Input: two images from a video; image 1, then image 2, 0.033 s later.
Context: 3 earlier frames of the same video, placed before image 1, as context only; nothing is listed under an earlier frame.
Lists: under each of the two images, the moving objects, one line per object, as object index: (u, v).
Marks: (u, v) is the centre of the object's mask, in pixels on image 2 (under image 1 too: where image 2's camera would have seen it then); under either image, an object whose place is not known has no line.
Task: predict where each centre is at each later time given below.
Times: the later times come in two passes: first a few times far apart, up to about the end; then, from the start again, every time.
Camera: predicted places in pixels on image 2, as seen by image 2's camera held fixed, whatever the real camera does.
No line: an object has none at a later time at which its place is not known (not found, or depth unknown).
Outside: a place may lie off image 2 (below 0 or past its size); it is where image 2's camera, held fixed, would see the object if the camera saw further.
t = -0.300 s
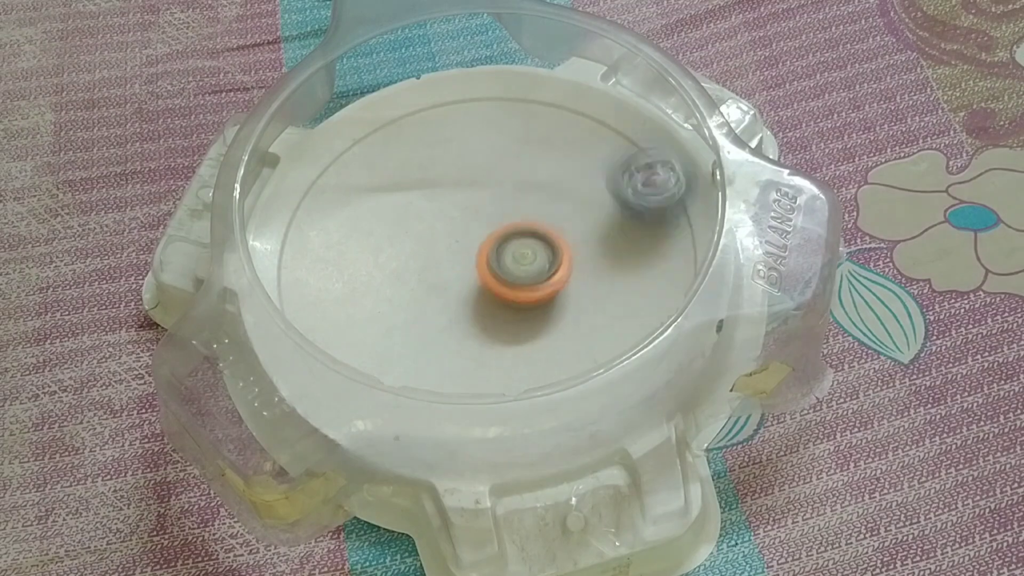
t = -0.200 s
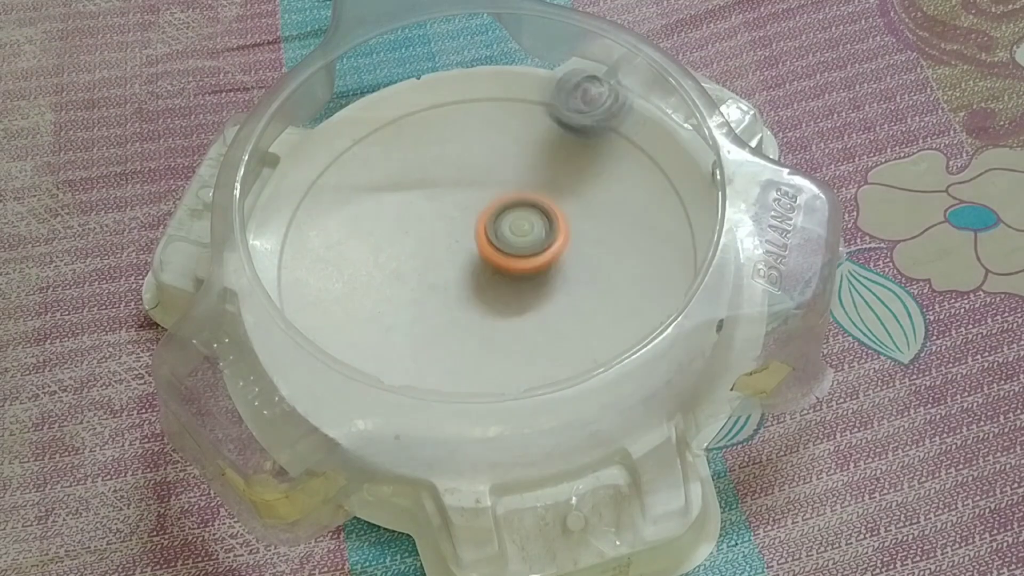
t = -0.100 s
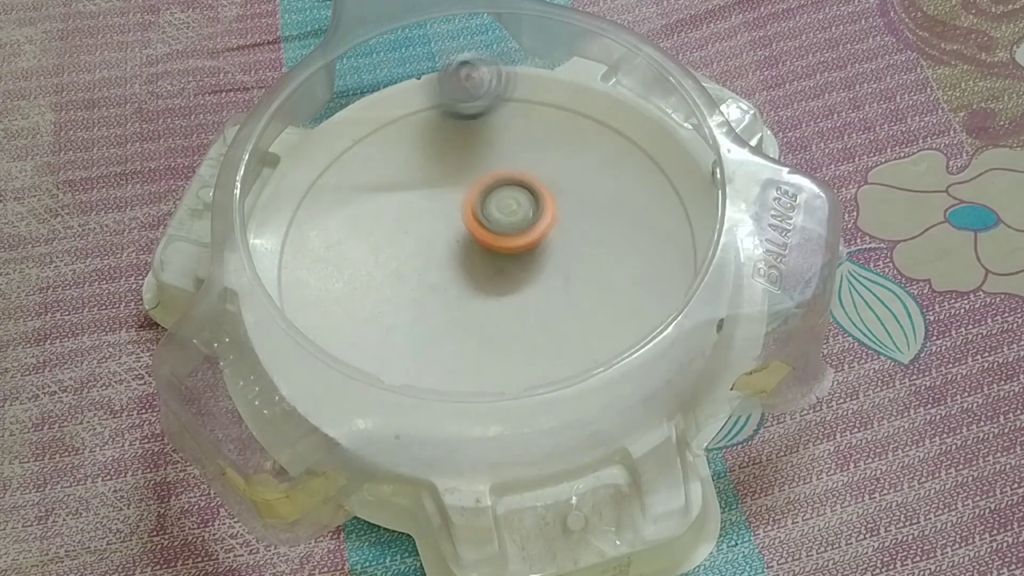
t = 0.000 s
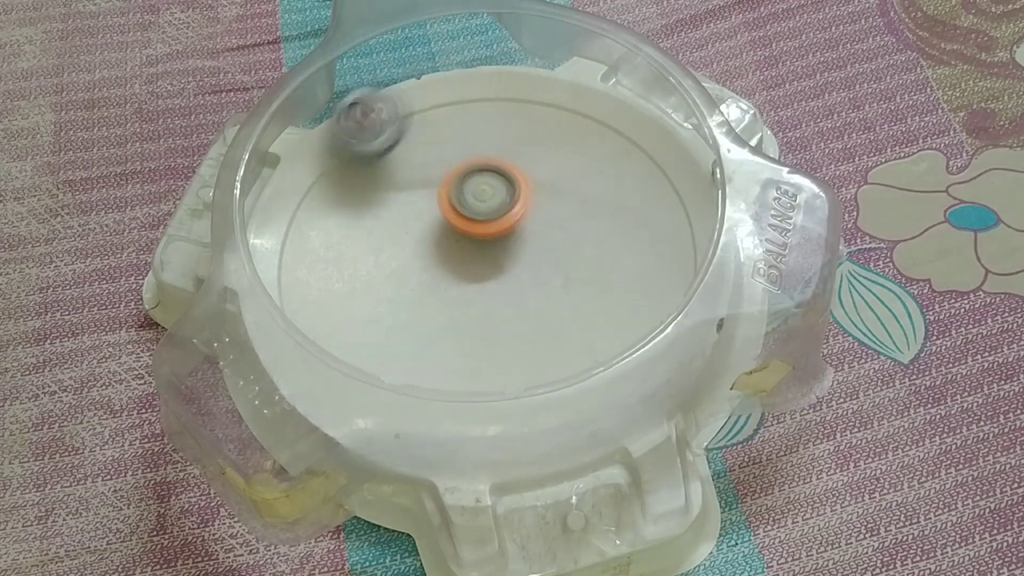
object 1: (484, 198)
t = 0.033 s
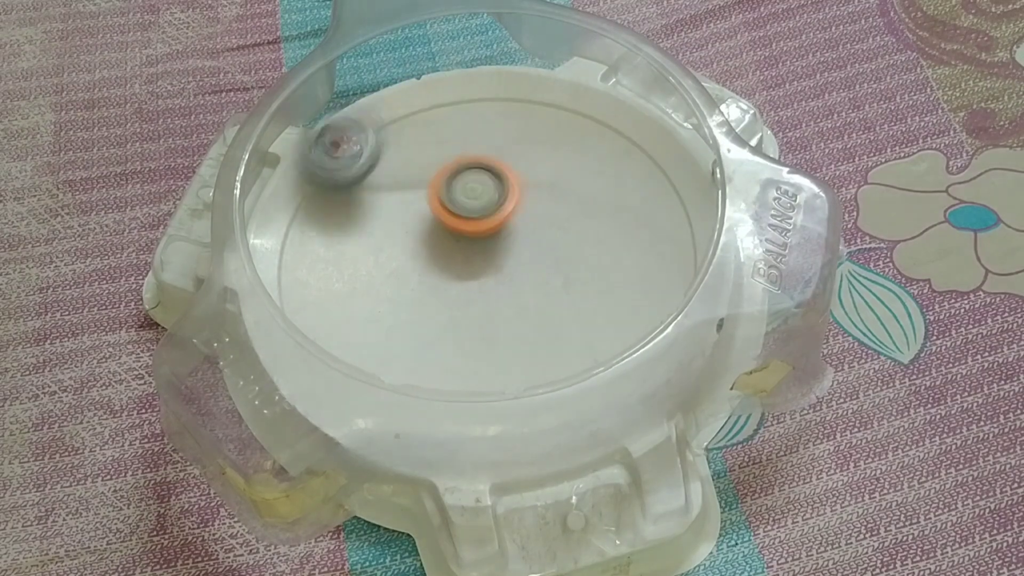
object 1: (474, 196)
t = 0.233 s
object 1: (432, 208)
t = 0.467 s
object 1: (450, 255)
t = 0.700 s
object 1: (522, 255)
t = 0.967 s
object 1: (548, 197)
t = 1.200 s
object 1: (504, 180)
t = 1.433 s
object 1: (478, 229)
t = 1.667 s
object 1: (525, 276)
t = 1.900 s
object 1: (577, 254)
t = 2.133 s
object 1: (547, 220)
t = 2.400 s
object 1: (488, 260)
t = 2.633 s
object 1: (504, 304)
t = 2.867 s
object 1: (542, 294)
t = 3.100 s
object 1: (526, 254)
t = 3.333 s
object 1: (470, 253)
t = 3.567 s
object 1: (454, 282)
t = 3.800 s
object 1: (490, 285)
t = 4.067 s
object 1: (510, 239)
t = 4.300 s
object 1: (480, 212)
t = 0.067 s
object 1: (464, 194)
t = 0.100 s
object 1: (455, 194)
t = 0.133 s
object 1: (448, 195)
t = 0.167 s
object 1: (441, 198)
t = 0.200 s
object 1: (436, 202)
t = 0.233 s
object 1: (432, 208)
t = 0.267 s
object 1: (429, 214)
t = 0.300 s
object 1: (428, 221)
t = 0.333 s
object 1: (428, 229)
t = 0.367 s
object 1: (431, 236)
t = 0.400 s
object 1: (436, 244)
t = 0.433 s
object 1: (442, 249)
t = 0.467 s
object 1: (450, 255)
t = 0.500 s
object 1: (458, 259)
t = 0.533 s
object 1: (468, 262)
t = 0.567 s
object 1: (478, 265)
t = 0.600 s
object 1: (489, 265)
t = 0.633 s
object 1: (500, 264)
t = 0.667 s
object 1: (511, 260)
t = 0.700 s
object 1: (522, 255)
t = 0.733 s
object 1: (532, 248)
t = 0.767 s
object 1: (540, 241)
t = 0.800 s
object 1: (545, 234)
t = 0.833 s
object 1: (548, 227)
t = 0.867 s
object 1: (550, 220)
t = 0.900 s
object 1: (551, 213)
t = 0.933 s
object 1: (550, 205)
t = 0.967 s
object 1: (548, 197)
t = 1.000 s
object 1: (544, 191)
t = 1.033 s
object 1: (540, 186)
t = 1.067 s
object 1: (534, 182)
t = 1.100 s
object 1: (527, 179)
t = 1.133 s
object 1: (519, 178)
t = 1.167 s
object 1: (512, 178)
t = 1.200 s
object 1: (504, 180)
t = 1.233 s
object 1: (496, 184)
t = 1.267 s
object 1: (489, 188)
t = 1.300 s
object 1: (483, 194)
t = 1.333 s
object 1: (480, 202)
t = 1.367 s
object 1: (478, 211)
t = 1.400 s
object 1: (477, 220)
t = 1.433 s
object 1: (478, 229)
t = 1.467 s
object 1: (480, 238)
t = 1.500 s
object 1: (485, 247)
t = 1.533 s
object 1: (491, 256)
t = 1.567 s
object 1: (497, 263)
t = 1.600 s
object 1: (505, 267)
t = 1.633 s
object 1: (516, 272)
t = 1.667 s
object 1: (525, 276)
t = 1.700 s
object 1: (534, 278)
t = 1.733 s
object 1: (542, 278)
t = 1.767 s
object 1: (552, 276)
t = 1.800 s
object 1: (560, 273)
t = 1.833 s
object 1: (568, 267)
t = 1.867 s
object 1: (574, 261)
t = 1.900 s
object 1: (577, 254)
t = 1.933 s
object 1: (577, 247)
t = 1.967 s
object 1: (576, 240)
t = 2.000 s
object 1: (573, 234)
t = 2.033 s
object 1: (568, 229)
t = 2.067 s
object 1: (563, 224)
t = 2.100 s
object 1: (555, 221)
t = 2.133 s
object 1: (547, 220)
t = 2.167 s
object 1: (538, 221)
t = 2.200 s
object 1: (529, 223)
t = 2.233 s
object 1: (519, 226)
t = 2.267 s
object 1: (511, 231)
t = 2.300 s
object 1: (504, 236)
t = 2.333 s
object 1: (498, 242)
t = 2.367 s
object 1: (492, 251)
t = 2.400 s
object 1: (488, 260)
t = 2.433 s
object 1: (487, 267)
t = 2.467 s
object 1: (488, 276)
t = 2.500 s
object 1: (488, 284)
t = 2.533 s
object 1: (490, 291)
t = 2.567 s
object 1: (493, 296)
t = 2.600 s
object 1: (498, 300)
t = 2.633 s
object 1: (504, 304)
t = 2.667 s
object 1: (510, 307)
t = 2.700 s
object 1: (516, 308)
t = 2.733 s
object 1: (523, 308)
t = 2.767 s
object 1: (529, 307)
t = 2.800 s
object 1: (535, 304)
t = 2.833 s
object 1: (539, 299)
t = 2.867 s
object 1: (542, 294)
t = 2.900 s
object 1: (543, 287)
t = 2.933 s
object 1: (544, 282)
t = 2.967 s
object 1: (544, 275)
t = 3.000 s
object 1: (542, 268)
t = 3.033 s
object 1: (539, 262)
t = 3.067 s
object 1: (533, 258)
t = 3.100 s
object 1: (526, 254)
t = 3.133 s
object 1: (518, 249)
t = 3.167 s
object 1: (509, 246)
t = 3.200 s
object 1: (502, 245)
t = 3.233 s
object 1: (492, 245)
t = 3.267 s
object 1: (484, 247)
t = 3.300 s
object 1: (476, 249)
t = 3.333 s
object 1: (470, 253)
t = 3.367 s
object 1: (465, 257)
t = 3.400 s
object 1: (461, 261)
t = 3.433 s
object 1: (457, 265)
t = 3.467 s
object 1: (454, 269)
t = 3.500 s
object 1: (453, 273)
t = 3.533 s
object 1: (453, 277)
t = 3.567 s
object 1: (454, 282)
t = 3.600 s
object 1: (456, 285)
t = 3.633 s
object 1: (460, 288)
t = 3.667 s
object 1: (465, 289)
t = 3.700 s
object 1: (471, 290)
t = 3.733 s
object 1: (476, 290)
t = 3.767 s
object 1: (483, 288)
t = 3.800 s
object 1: (490, 285)
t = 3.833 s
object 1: (495, 282)
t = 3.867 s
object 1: (500, 277)
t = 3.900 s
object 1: (504, 272)
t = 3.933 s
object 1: (507, 266)
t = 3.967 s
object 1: (509, 260)
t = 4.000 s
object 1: (511, 253)
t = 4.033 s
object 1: (511, 246)
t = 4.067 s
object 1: (510, 239)
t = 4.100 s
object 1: (507, 232)
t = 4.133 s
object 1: (504, 228)
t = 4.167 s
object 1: (500, 223)
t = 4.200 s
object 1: (496, 219)
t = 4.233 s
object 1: (490, 216)
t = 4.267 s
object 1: (485, 214)
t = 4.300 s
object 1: (480, 212)
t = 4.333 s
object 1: (475, 212)
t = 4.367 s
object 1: (471, 213)
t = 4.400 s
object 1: (466, 215)
